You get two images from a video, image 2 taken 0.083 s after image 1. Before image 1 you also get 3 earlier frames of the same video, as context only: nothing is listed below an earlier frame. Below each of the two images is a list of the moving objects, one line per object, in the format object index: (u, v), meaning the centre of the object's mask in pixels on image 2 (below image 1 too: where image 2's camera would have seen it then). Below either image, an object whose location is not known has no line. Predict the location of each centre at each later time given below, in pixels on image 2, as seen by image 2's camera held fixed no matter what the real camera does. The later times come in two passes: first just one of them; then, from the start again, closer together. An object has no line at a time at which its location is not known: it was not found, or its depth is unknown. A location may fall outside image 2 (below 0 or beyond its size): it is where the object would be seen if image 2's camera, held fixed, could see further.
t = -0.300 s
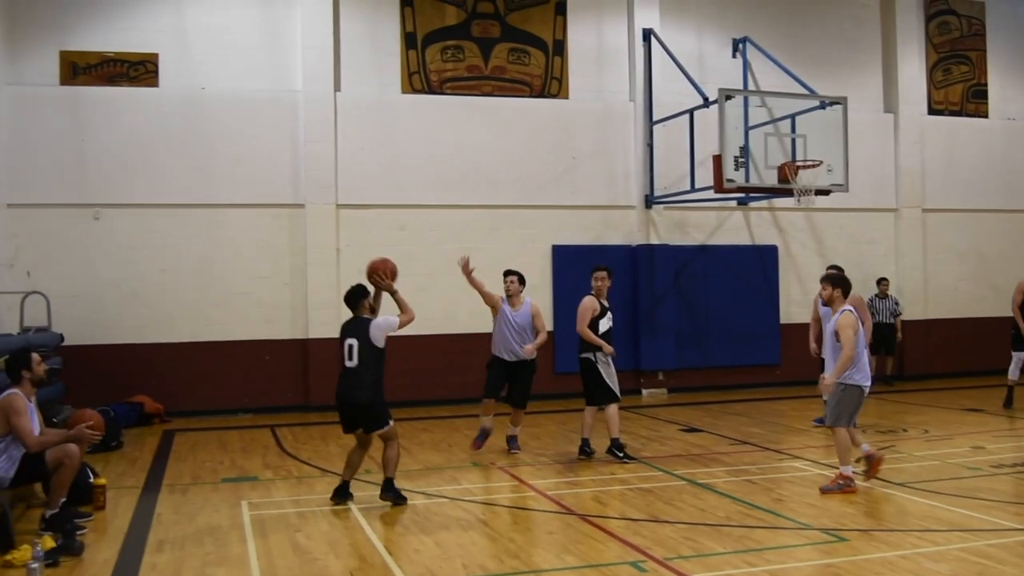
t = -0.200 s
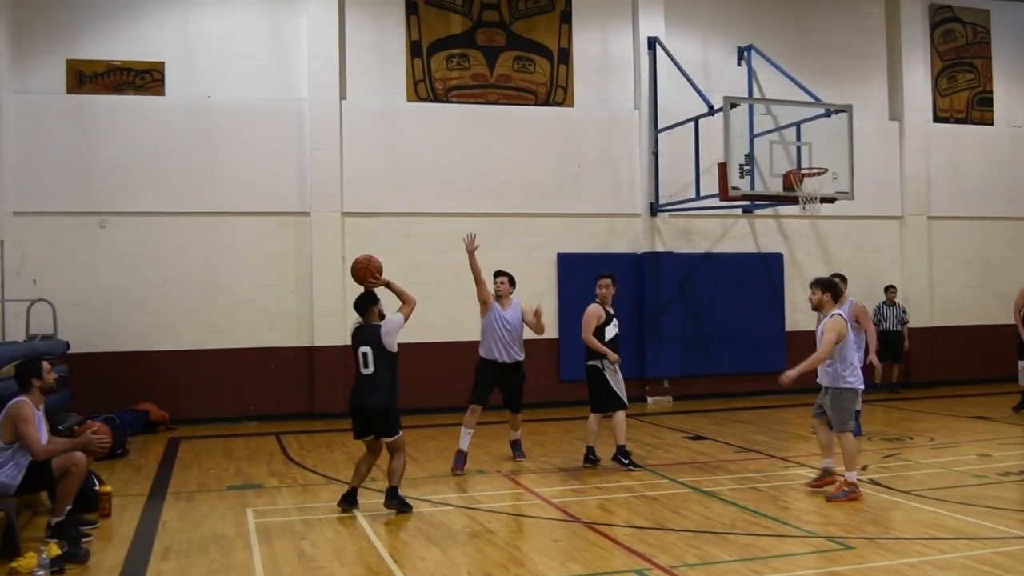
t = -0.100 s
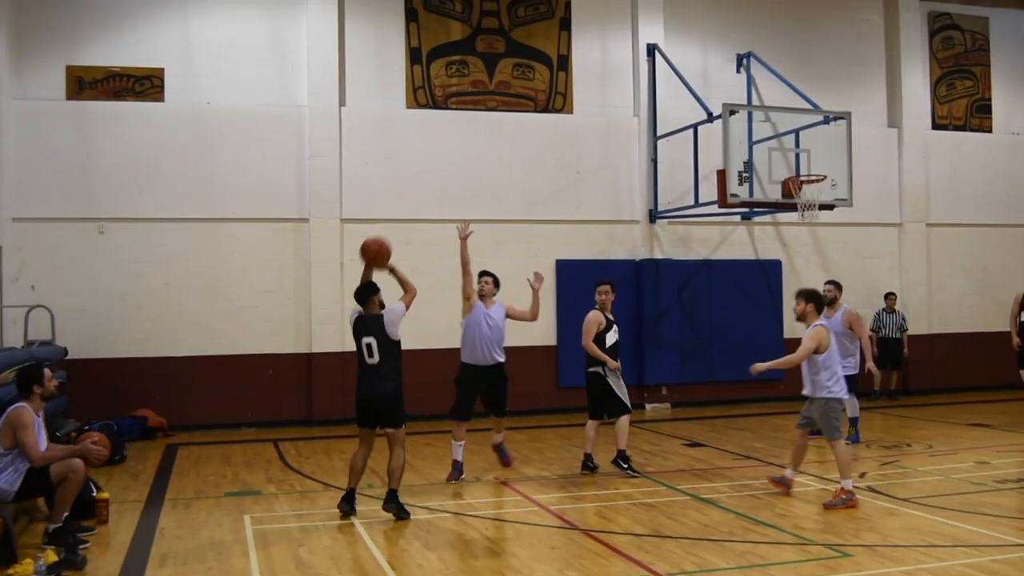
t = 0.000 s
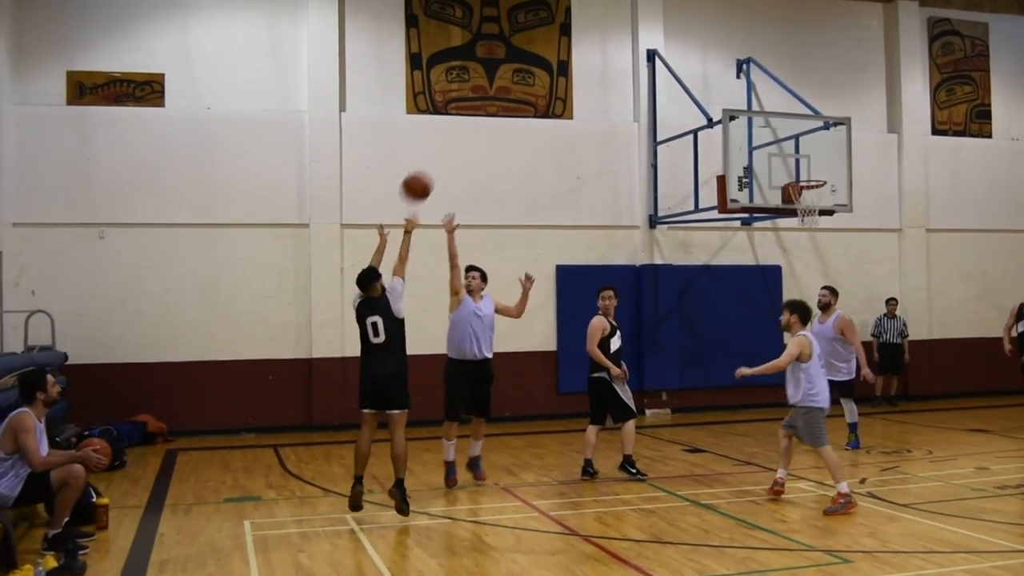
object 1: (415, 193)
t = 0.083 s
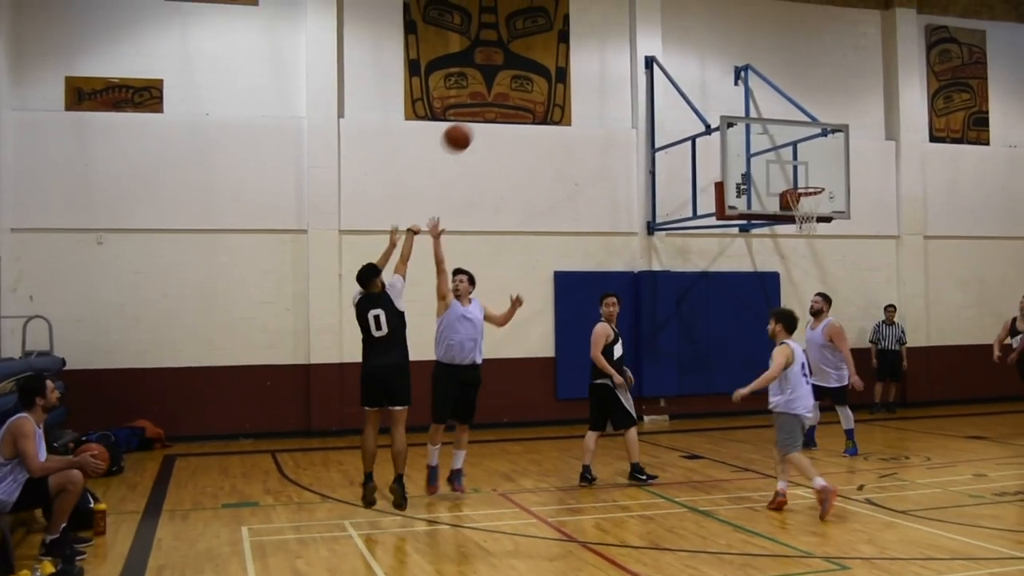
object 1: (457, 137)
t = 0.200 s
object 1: (511, 79)
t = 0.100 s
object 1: (465, 127)
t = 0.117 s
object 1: (473, 118)
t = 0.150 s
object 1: (490, 101)
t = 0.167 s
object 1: (497, 94)
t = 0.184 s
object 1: (503, 87)
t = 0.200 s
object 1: (511, 79)
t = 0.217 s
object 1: (519, 73)
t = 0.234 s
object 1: (526, 66)
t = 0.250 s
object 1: (532, 61)
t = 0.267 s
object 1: (539, 56)
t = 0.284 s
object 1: (545, 51)
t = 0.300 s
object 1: (552, 47)
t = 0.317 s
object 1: (558, 43)
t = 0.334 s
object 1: (566, 38)
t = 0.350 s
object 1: (571, 35)
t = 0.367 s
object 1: (578, 32)
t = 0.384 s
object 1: (584, 30)
